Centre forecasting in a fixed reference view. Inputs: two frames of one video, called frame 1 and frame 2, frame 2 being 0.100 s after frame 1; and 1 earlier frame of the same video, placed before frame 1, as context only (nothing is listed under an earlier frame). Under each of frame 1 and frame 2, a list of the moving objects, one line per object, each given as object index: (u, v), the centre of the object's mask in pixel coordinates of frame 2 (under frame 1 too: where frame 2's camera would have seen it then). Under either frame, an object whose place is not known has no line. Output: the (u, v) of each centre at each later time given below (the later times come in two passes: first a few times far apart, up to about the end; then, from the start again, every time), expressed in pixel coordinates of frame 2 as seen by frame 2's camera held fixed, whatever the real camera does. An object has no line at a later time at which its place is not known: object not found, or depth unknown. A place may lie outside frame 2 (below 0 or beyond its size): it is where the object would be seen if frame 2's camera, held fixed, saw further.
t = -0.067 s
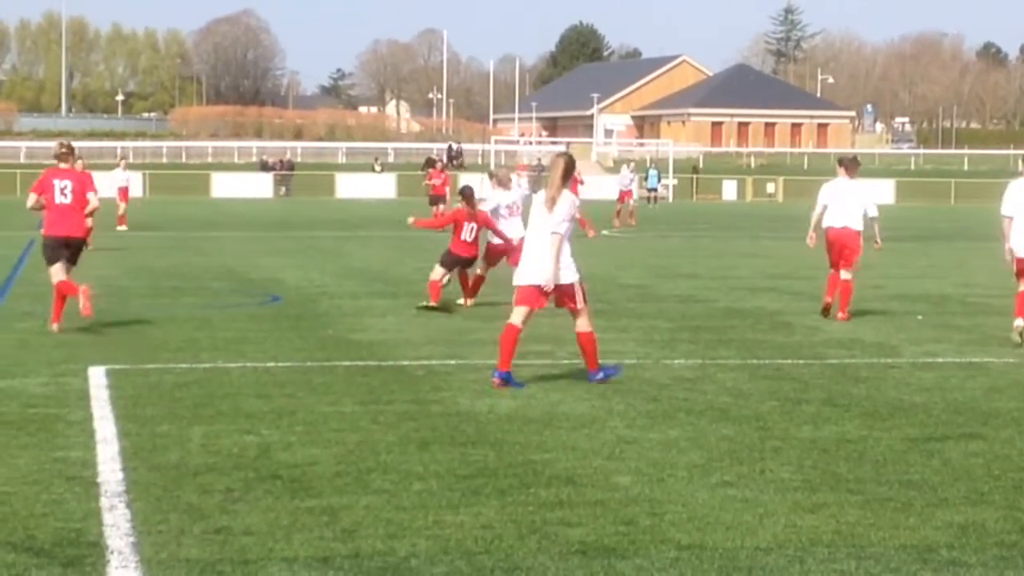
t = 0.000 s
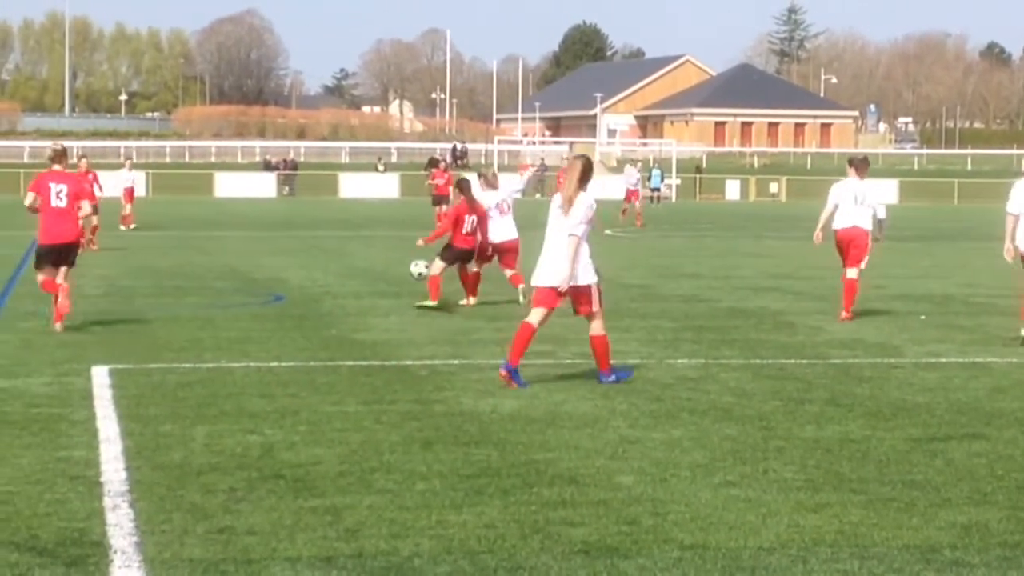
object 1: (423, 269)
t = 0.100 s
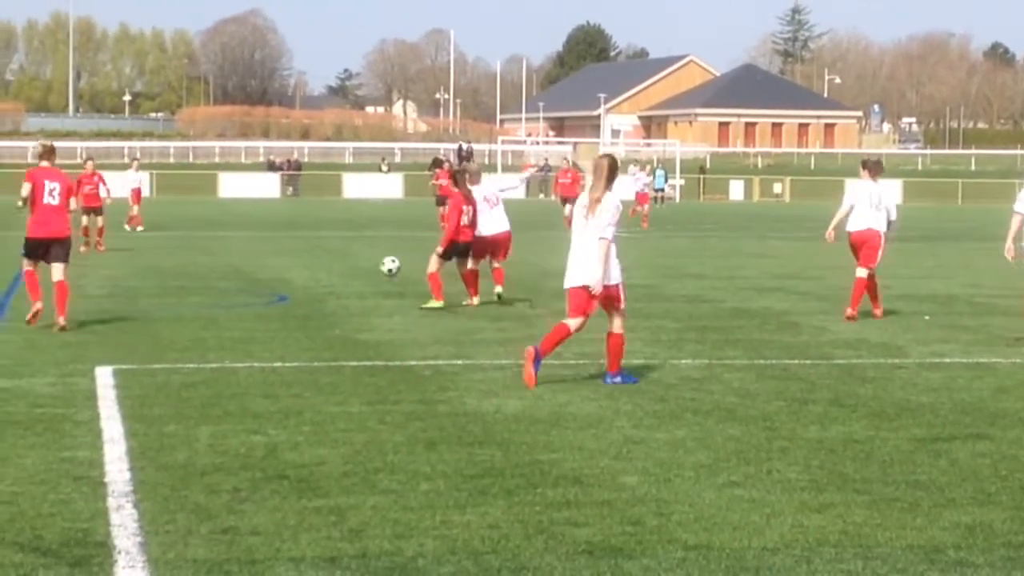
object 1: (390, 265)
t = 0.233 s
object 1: (349, 274)
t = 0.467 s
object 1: (293, 267)
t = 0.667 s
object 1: (249, 271)
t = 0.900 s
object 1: (199, 270)
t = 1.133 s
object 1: (154, 267)
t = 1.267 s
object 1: (131, 263)
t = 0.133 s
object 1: (379, 263)
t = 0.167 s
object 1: (368, 265)
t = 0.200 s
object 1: (358, 270)
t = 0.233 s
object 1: (349, 274)
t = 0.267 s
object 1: (339, 279)
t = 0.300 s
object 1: (330, 278)
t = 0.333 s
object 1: (323, 274)
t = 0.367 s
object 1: (315, 269)
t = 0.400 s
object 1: (308, 269)
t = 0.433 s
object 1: (300, 267)
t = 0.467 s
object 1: (293, 267)
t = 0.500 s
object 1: (286, 267)
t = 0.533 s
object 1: (279, 268)
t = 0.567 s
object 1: (272, 270)
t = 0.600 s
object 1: (263, 273)
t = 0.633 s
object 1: (256, 276)
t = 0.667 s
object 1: (249, 271)
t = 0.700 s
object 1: (242, 269)
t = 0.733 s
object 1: (235, 267)
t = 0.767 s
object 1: (227, 265)
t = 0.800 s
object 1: (220, 265)
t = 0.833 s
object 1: (213, 265)
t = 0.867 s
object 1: (206, 267)
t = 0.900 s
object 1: (199, 270)
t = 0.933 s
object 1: (193, 270)
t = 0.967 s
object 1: (186, 266)
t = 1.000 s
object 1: (179, 265)
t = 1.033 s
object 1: (173, 263)
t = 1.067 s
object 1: (167, 264)
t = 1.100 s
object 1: (160, 265)
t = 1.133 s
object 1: (154, 267)
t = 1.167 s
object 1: (148, 265)
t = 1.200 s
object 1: (142, 263)
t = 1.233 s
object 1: (136, 263)
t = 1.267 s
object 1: (131, 263)
